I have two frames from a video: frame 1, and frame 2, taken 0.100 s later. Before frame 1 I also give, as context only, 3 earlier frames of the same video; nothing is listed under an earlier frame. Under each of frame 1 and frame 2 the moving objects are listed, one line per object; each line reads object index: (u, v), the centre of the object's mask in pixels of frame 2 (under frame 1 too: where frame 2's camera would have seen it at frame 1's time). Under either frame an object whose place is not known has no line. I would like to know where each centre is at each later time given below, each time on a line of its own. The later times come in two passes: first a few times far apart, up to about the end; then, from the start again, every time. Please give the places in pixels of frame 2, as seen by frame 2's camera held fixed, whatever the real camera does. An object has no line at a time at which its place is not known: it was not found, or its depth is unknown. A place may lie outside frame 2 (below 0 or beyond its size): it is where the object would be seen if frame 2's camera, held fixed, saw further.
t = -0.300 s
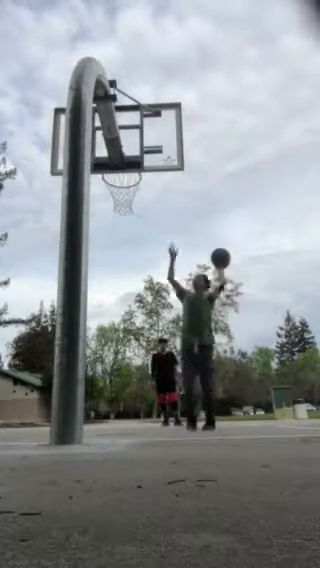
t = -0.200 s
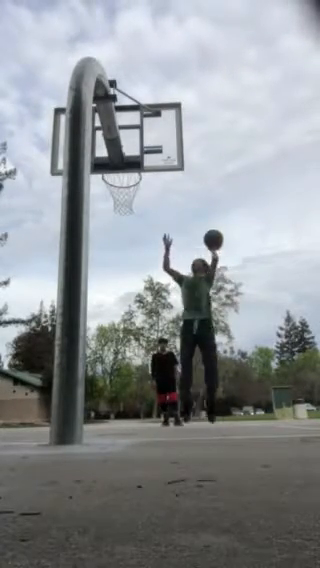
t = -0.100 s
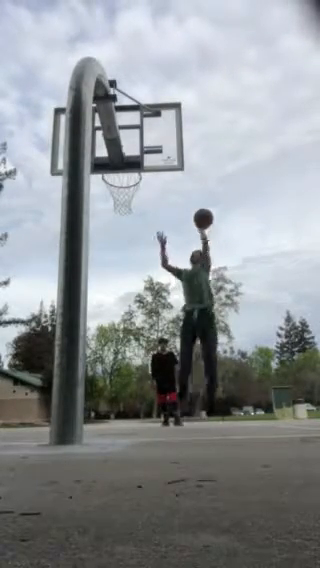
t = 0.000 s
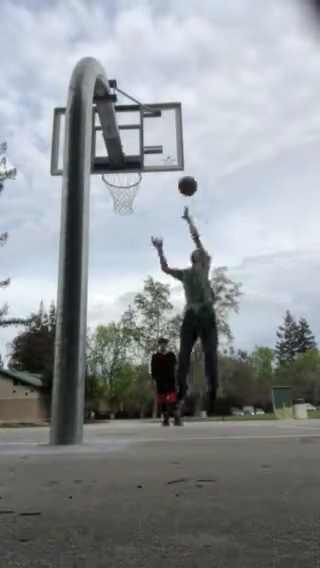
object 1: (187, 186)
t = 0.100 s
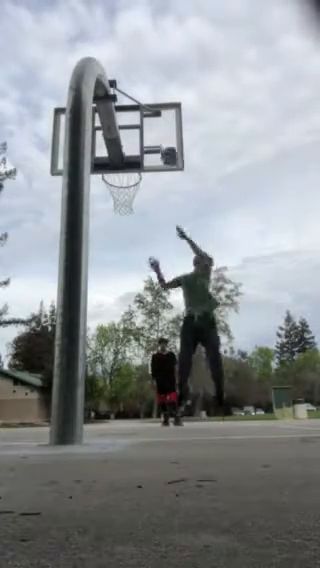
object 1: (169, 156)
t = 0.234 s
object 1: (154, 150)
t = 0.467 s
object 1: (144, 167)
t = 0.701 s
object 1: (140, 179)
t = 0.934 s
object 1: (143, 206)
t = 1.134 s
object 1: (147, 255)
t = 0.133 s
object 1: (165, 149)
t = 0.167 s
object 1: (161, 146)
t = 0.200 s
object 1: (157, 148)
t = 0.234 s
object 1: (154, 150)
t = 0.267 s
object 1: (151, 153)
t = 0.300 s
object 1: (150, 157)
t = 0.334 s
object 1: (148, 160)
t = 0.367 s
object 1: (144, 169)
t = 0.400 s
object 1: (144, 168)
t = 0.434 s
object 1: (144, 167)
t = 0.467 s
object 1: (144, 167)
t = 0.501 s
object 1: (144, 167)
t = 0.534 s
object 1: (144, 167)
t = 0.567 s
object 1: (142, 170)
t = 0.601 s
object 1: (140, 176)
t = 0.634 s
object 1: (140, 177)
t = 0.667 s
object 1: (140, 178)
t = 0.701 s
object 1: (140, 179)
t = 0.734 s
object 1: (141, 180)
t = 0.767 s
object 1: (141, 183)
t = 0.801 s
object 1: (142, 186)
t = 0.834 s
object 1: (142, 190)
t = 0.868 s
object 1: (142, 195)
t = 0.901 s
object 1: (143, 200)
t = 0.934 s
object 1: (143, 206)
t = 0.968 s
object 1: (144, 212)
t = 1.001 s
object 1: (145, 219)
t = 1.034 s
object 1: (145, 227)
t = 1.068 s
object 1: (145, 235)
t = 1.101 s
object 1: (146, 245)
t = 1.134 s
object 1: (147, 255)
